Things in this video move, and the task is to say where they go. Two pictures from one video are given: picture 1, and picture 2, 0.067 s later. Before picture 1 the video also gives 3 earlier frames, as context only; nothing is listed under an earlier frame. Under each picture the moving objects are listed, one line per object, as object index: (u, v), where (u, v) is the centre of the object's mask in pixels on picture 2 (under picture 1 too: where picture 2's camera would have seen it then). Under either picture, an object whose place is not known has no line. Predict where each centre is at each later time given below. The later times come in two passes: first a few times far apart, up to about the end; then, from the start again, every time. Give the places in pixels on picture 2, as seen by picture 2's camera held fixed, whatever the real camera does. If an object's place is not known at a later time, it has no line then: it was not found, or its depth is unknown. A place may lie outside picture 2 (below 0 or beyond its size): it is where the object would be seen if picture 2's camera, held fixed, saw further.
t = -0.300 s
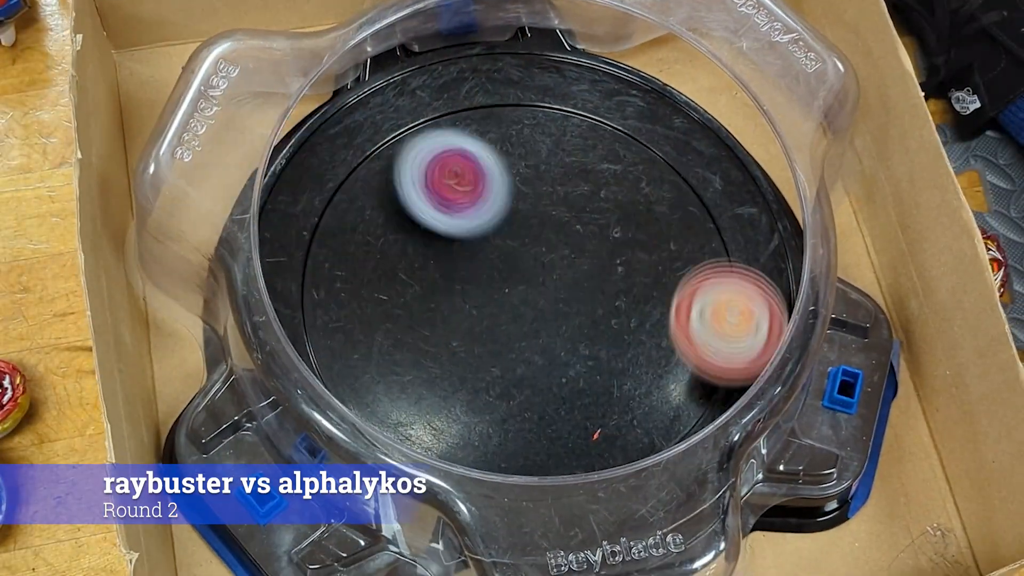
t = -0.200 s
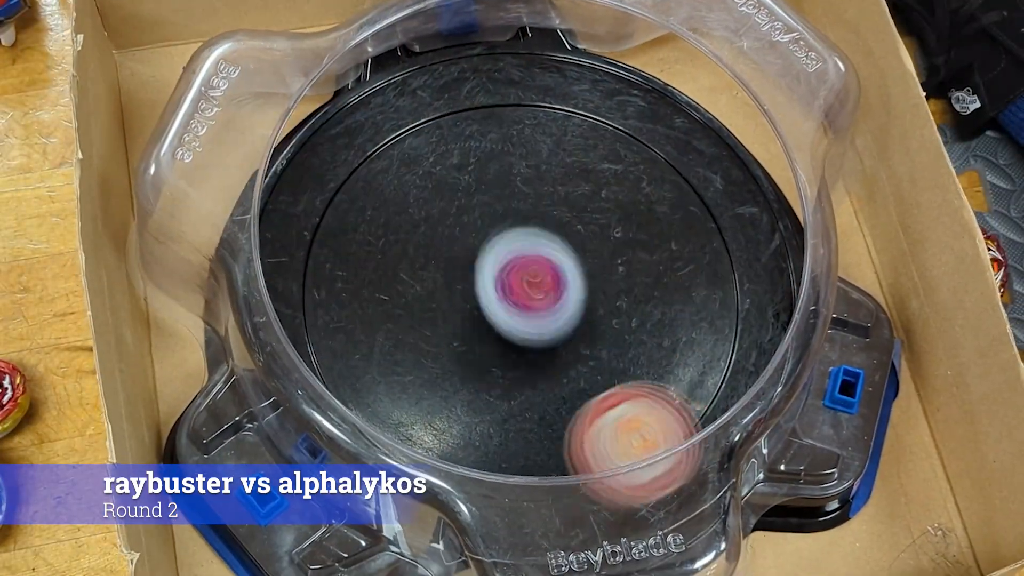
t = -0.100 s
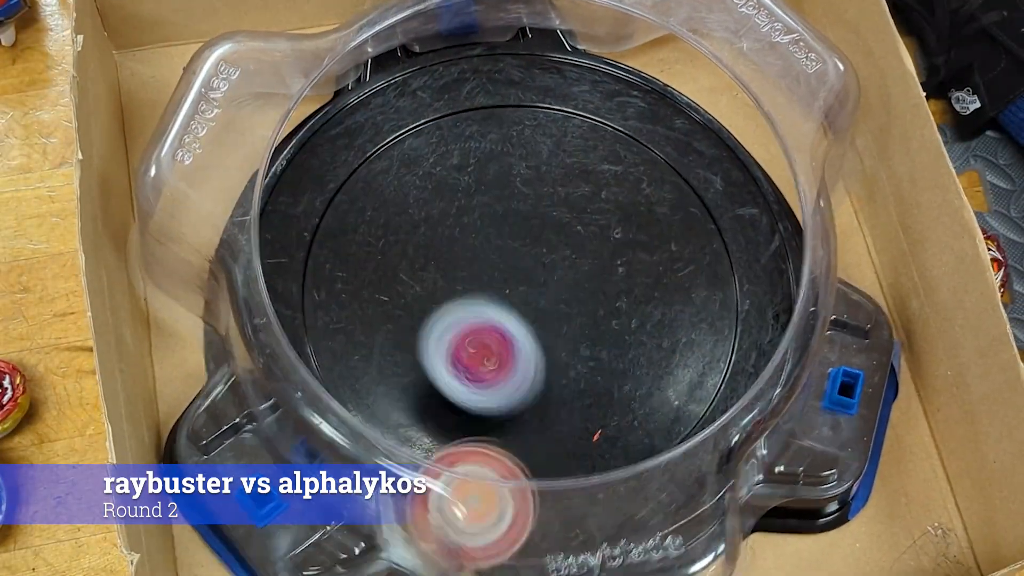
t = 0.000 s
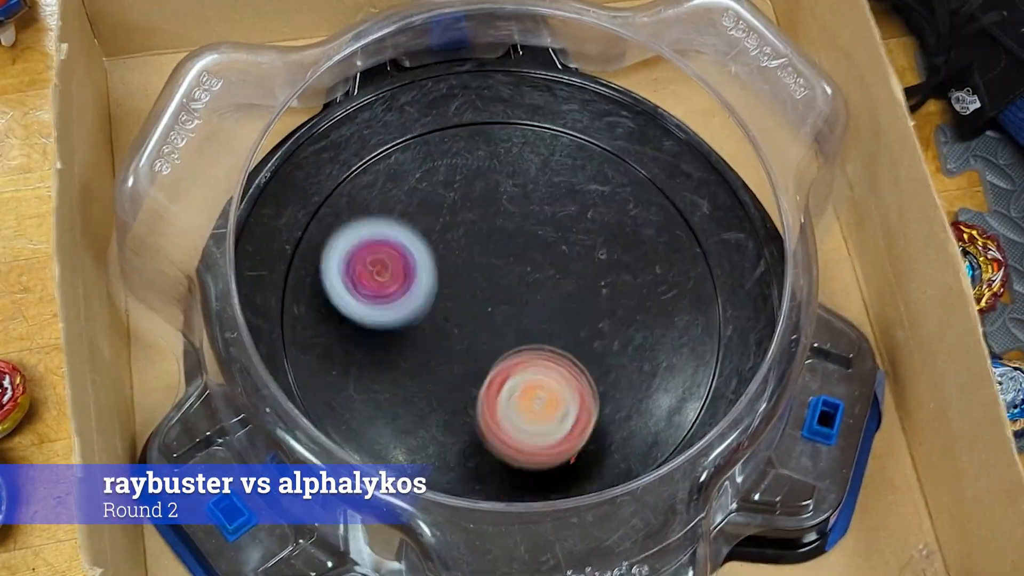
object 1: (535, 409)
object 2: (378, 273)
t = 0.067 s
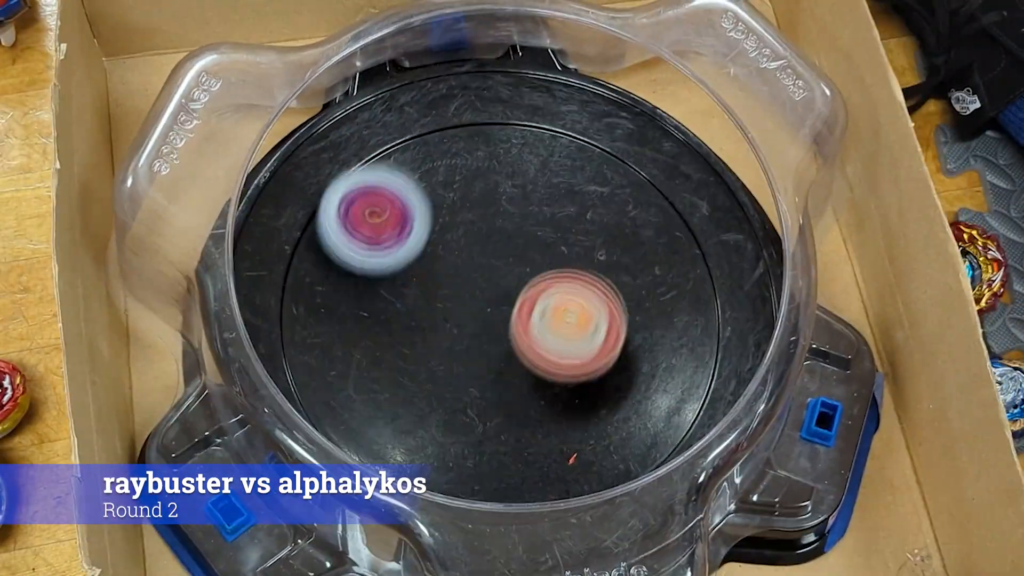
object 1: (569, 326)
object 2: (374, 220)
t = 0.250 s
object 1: (682, 192)
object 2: (458, 208)
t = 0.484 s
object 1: (653, 343)
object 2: (360, 167)
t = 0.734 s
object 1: (485, 435)
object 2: (472, 293)
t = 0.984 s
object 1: (481, 512)
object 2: (295, 299)
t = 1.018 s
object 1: (477, 508)
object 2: (297, 277)
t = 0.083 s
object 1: (575, 307)
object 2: (382, 208)
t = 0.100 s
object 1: (579, 288)
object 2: (394, 196)
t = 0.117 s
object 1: (584, 270)
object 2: (407, 186)
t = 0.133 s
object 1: (587, 253)
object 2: (423, 180)
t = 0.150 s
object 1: (591, 238)
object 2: (441, 177)
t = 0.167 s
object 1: (594, 224)
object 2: (459, 177)
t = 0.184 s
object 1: (597, 212)
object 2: (476, 180)
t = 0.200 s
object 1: (610, 203)
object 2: (484, 187)
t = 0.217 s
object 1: (639, 196)
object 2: (474, 193)
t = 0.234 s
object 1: (665, 191)
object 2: (467, 200)
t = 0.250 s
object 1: (682, 192)
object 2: (458, 208)
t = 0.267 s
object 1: (697, 196)
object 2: (449, 214)
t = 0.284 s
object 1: (711, 203)
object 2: (440, 219)
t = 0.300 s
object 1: (723, 212)
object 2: (430, 223)
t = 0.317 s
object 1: (732, 223)
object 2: (419, 226)
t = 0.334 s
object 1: (734, 234)
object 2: (406, 226)
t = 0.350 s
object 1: (730, 244)
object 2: (395, 224)
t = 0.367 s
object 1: (723, 255)
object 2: (386, 221)
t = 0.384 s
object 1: (715, 266)
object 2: (378, 217)
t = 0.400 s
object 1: (706, 279)
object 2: (370, 211)
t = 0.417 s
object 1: (696, 293)
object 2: (365, 203)
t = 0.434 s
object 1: (685, 305)
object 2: (360, 195)
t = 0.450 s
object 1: (676, 318)
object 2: (357, 185)
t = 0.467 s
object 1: (664, 332)
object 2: (357, 176)
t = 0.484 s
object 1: (653, 343)
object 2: (360, 167)
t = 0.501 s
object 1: (642, 356)
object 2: (370, 161)
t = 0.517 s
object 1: (629, 368)
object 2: (381, 158)
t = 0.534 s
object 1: (618, 379)
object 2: (393, 156)
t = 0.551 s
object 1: (607, 390)
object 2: (405, 156)
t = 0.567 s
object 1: (595, 400)
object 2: (419, 160)
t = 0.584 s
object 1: (584, 408)
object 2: (431, 166)
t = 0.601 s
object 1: (573, 416)
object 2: (443, 175)
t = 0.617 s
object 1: (562, 422)
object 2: (453, 187)
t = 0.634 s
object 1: (552, 427)
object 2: (461, 199)
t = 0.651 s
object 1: (540, 431)
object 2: (468, 213)
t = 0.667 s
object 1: (529, 434)
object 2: (473, 229)
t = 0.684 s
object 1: (518, 435)
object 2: (476, 244)
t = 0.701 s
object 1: (508, 436)
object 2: (477, 260)
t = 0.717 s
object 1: (496, 436)
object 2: (475, 276)
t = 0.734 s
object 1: (485, 435)
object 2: (472, 293)
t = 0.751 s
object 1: (474, 432)
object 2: (465, 308)
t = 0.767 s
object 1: (464, 429)
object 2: (457, 322)
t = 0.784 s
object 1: (460, 430)
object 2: (445, 328)
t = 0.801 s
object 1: (463, 437)
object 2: (429, 328)
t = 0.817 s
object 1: (467, 445)
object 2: (412, 329)
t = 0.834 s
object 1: (469, 459)
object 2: (395, 329)
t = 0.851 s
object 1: (473, 474)
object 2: (378, 331)
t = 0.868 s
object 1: (476, 489)
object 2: (360, 332)
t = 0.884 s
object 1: (478, 501)
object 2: (342, 333)
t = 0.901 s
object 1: (479, 503)
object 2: (324, 332)
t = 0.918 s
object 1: (480, 507)
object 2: (308, 329)
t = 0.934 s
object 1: (481, 511)
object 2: (298, 323)
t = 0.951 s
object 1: (483, 512)
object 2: (296, 313)
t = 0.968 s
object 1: (483, 512)
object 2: (296, 305)
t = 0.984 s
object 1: (481, 512)
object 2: (295, 299)
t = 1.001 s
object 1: (479, 510)
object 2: (295, 289)
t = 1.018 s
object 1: (477, 508)
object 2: (297, 277)
